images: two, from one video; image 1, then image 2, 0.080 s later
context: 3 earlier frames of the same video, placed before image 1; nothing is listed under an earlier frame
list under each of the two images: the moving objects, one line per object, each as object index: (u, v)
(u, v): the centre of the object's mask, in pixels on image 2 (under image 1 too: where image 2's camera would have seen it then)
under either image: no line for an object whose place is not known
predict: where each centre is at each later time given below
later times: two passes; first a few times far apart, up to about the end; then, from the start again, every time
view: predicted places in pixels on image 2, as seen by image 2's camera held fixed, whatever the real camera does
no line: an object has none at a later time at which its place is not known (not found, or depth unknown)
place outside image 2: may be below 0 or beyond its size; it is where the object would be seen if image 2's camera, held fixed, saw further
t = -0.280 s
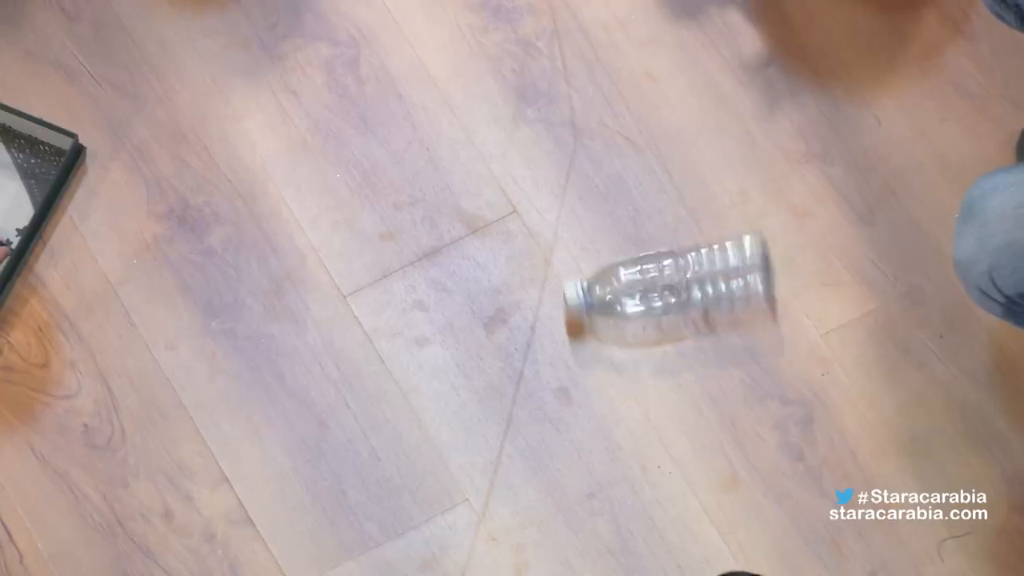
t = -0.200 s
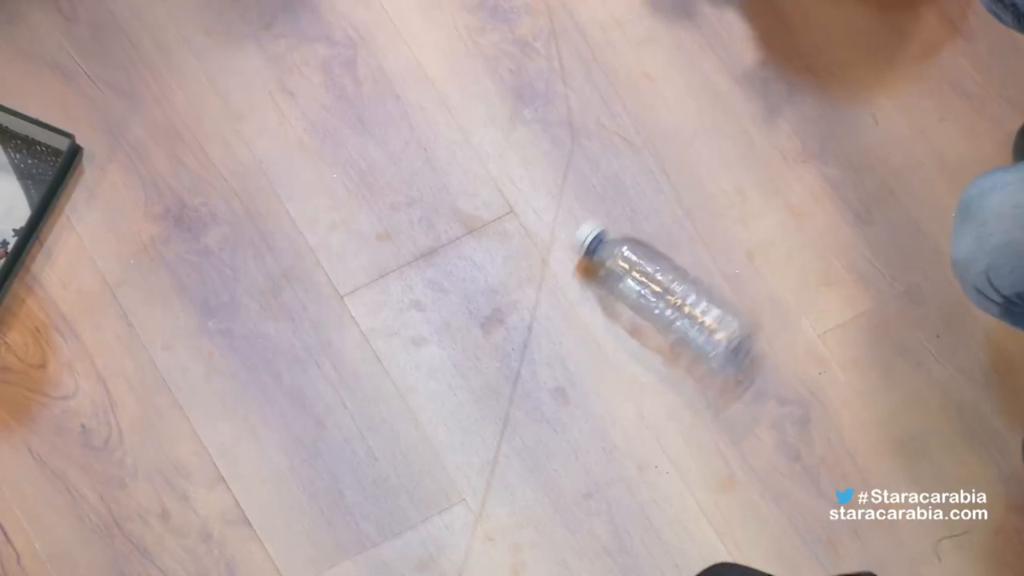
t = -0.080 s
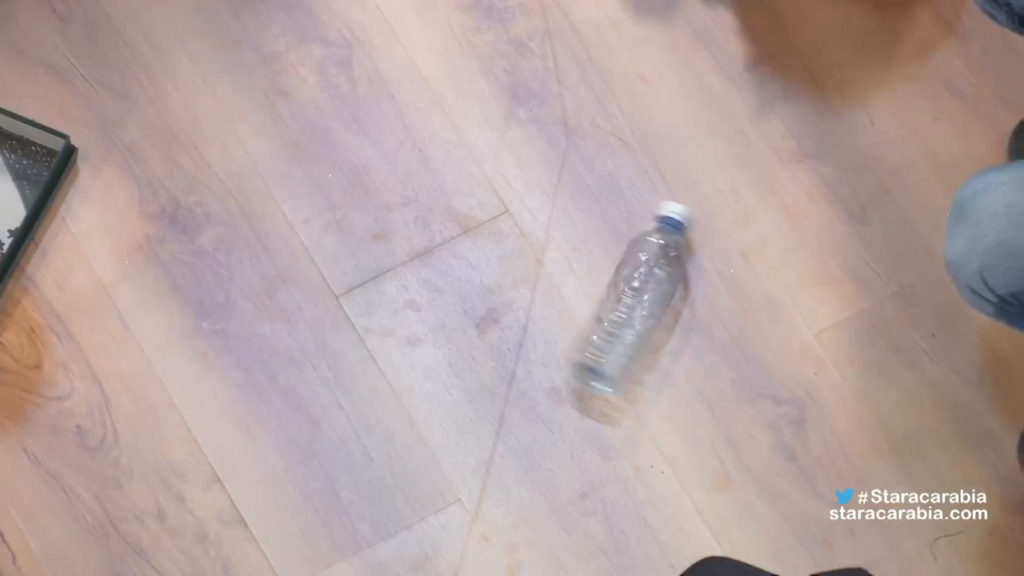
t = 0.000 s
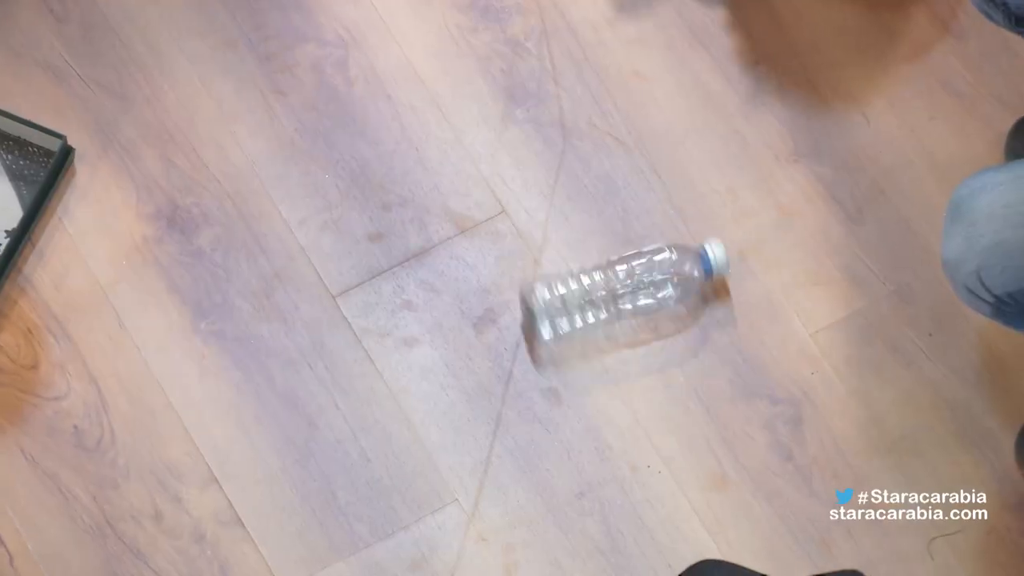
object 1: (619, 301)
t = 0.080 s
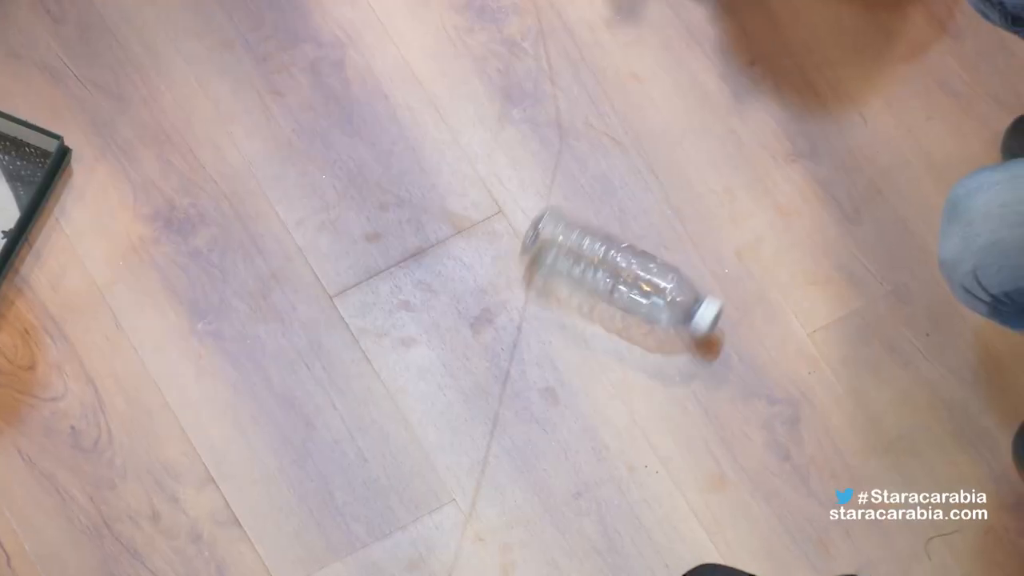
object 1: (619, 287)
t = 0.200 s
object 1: (641, 272)
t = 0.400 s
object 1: (662, 307)
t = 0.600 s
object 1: (621, 313)
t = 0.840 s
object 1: (628, 274)
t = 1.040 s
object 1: (662, 291)
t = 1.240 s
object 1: (644, 318)
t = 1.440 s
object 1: (617, 304)
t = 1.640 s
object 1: (623, 275)
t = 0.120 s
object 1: (623, 280)
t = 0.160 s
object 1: (631, 274)
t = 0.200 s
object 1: (641, 272)
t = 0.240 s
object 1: (652, 276)
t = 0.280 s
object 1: (658, 282)
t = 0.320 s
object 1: (661, 290)
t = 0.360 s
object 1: (662, 297)
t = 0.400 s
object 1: (662, 307)
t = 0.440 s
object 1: (655, 313)
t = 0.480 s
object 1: (646, 317)
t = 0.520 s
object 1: (638, 321)
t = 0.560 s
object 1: (628, 318)
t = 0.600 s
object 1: (621, 313)
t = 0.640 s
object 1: (618, 305)
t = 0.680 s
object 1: (617, 299)
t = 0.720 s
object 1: (616, 293)
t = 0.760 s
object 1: (618, 286)
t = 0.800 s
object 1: (621, 279)
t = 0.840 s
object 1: (628, 274)
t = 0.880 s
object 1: (635, 266)
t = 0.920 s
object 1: (644, 274)
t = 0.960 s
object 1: (651, 277)
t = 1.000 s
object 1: (657, 284)
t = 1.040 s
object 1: (662, 291)
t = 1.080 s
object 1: (660, 296)
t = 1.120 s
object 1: (661, 302)
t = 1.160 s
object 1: (657, 310)
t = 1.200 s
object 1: (652, 314)
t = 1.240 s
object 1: (644, 318)
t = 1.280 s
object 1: (638, 320)
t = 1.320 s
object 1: (629, 319)
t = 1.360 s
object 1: (623, 314)
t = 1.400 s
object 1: (618, 311)
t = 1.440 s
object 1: (617, 304)
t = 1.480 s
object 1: (617, 298)
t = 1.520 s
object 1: (616, 292)
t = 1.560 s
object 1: (617, 286)
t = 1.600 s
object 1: (619, 280)
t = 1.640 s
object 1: (623, 275)
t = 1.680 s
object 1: (631, 272)
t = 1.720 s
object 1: (638, 271)
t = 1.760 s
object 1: (645, 272)
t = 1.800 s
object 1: (652, 276)
